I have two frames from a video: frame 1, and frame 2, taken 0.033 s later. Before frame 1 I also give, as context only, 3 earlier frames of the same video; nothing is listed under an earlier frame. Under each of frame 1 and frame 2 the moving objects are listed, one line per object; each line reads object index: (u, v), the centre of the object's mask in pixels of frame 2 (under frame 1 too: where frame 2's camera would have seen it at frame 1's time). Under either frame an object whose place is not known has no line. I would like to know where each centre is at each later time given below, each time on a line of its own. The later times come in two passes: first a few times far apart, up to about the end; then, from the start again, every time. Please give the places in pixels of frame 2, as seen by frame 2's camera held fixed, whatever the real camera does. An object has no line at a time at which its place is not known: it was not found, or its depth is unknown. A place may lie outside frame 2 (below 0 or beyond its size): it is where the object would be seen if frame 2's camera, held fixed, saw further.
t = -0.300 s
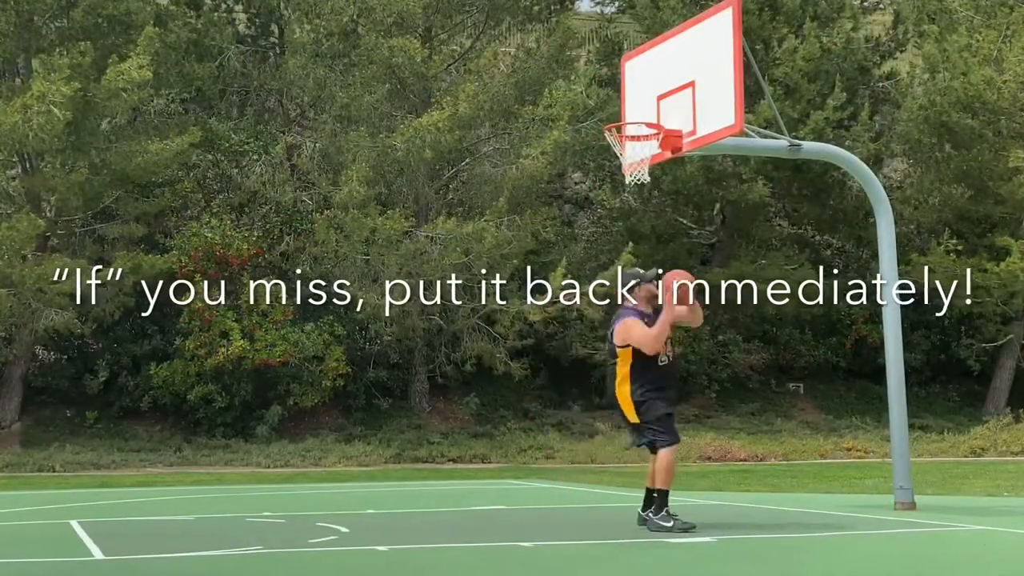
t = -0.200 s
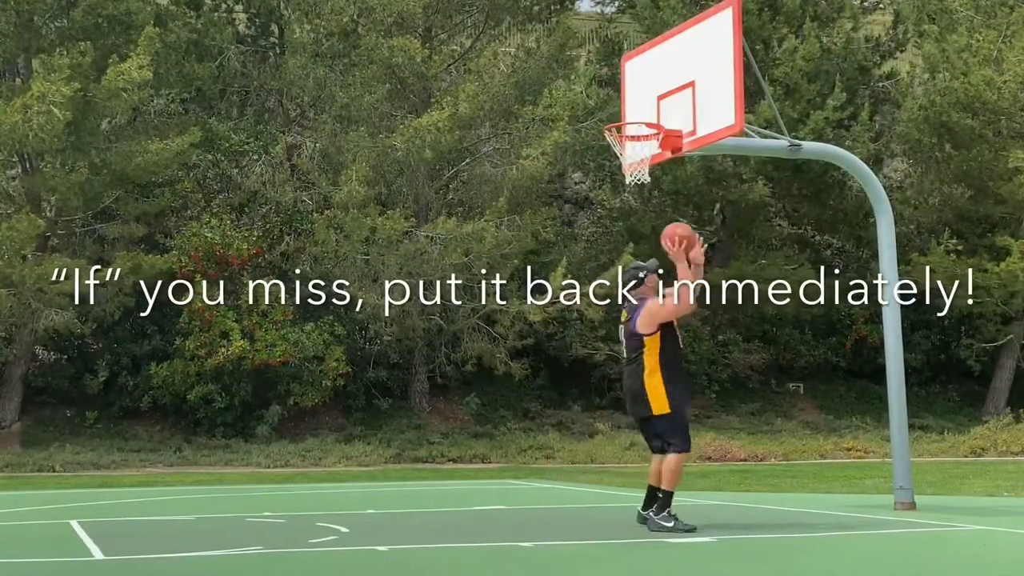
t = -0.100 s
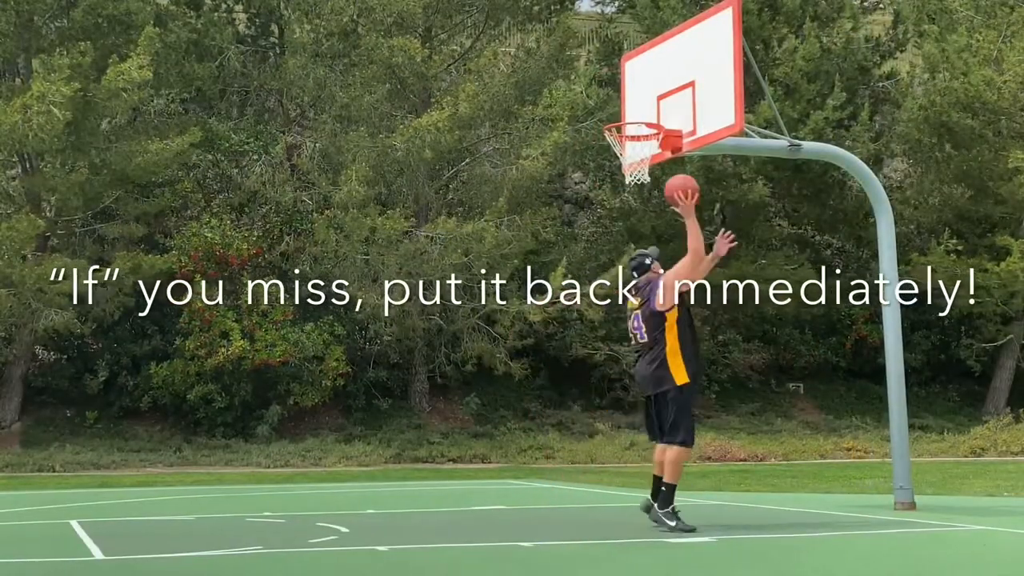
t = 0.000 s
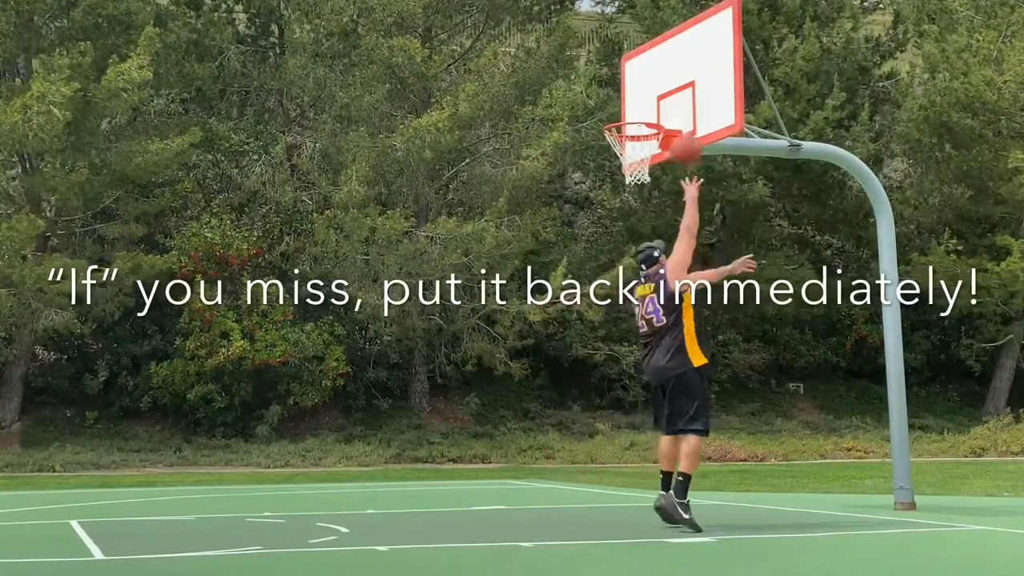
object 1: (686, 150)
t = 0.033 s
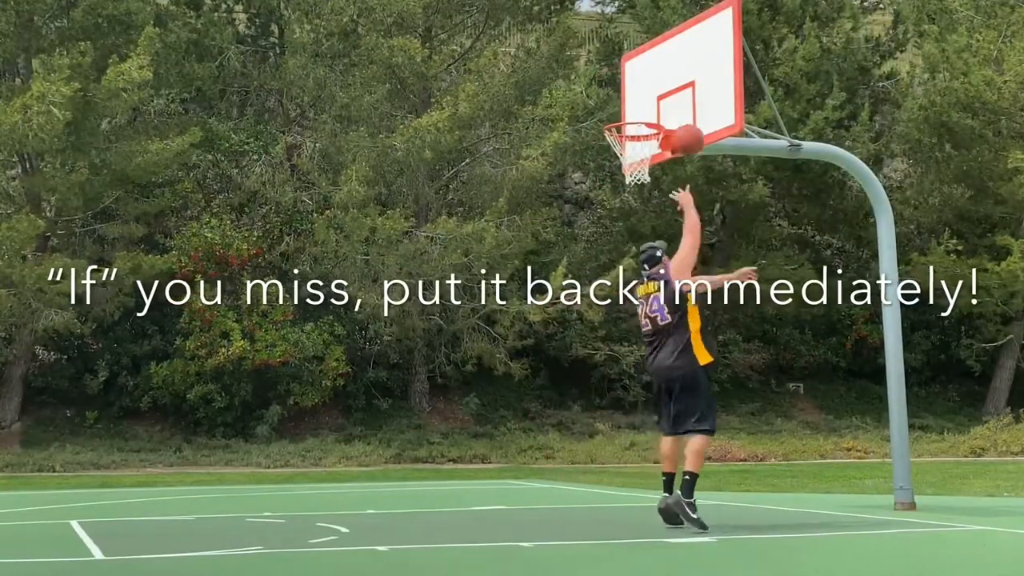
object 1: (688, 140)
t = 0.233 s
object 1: (678, 114)
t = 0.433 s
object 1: (659, 120)
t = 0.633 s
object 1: (658, 168)
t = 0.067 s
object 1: (690, 131)
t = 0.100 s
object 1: (692, 124)
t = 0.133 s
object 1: (693, 119)
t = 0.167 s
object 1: (695, 116)
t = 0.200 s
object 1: (689, 114)
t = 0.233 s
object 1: (678, 114)
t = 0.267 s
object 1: (668, 116)
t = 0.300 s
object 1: (661, 117)
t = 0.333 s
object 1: (661, 116)
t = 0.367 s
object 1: (660, 116)
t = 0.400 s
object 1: (660, 117)
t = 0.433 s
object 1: (659, 120)
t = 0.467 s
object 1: (658, 124)
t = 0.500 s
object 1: (658, 130)
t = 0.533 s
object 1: (657, 138)
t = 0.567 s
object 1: (658, 146)
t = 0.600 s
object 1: (657, 156)
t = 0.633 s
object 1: (658, 168)
